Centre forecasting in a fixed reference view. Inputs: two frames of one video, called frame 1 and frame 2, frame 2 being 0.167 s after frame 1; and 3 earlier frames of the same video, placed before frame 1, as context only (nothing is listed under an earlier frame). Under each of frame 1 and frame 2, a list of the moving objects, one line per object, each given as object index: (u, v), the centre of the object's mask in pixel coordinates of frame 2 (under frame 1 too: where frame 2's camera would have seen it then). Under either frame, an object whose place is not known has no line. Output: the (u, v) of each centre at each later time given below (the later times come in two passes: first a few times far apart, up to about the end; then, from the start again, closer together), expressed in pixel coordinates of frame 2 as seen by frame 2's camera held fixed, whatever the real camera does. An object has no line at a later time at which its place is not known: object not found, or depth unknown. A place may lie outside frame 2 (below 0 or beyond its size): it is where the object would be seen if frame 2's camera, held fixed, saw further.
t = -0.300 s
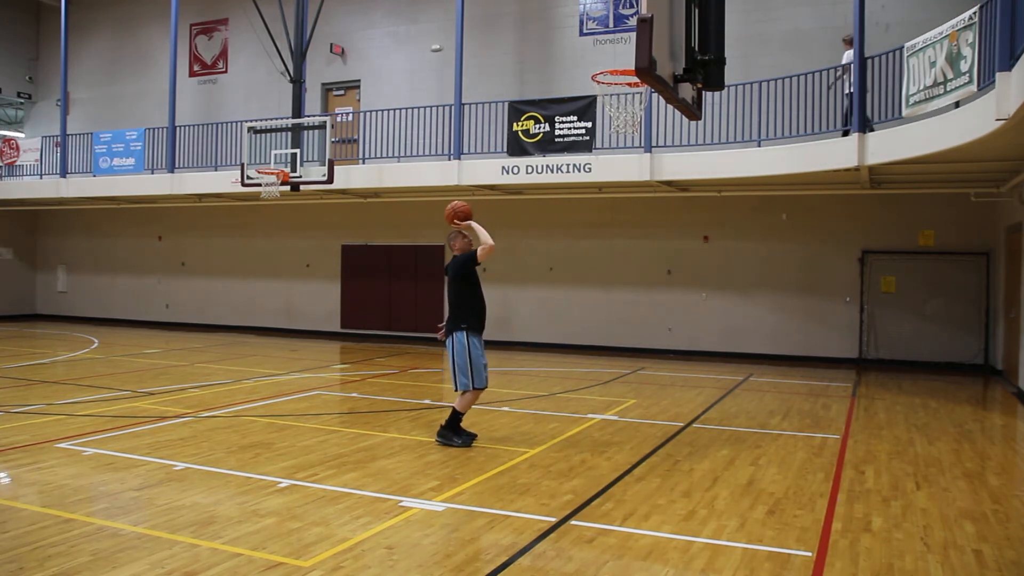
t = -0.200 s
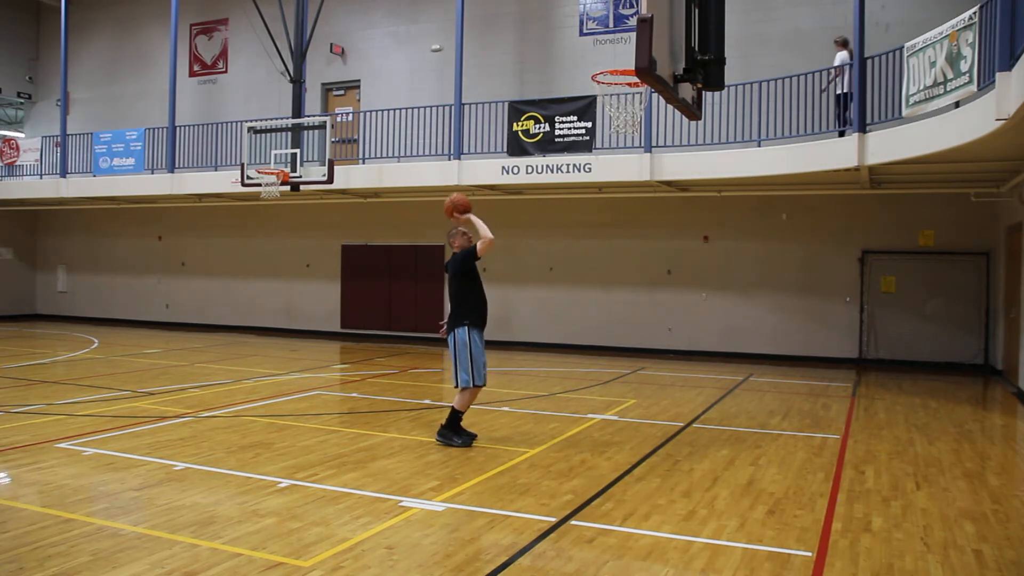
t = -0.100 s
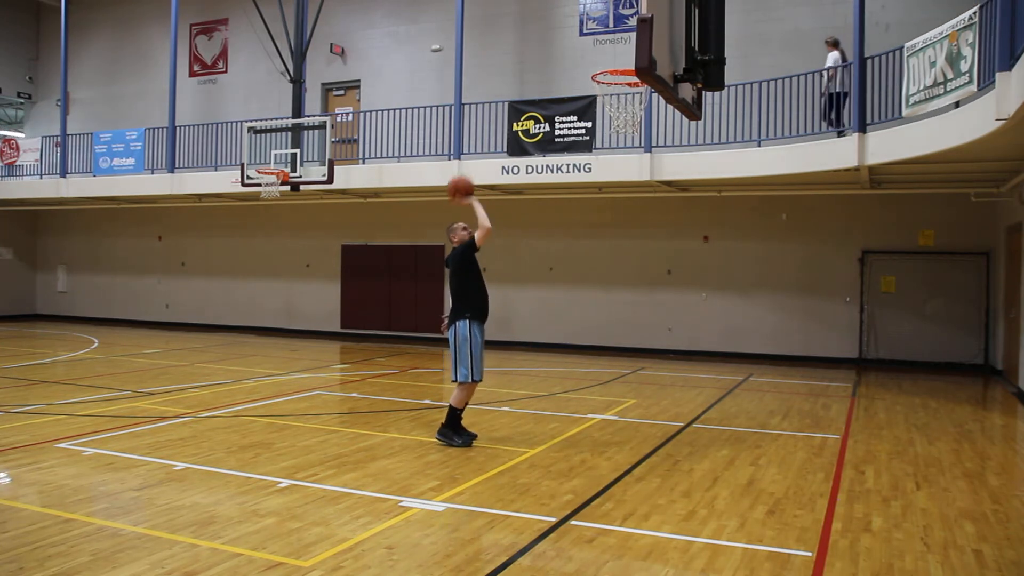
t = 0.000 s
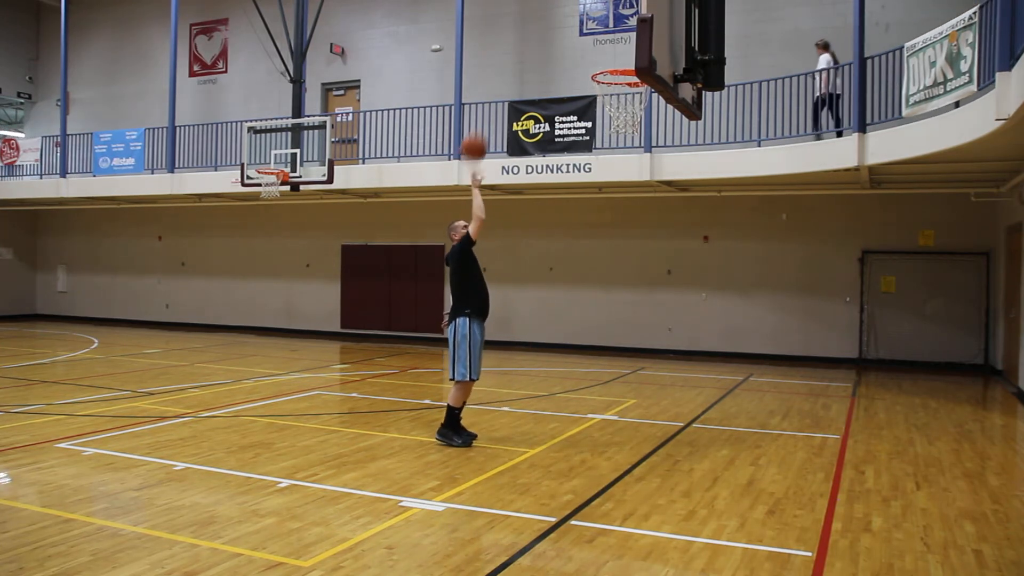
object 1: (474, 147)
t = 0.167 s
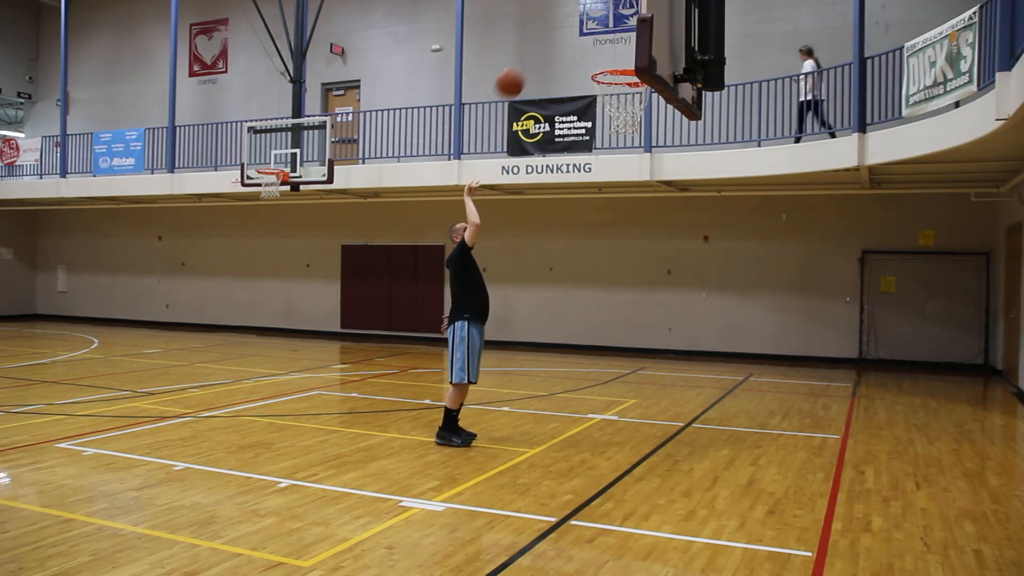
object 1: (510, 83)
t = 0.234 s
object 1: (524, 66)
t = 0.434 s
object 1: (568, 44)
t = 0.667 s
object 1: (621, 78)
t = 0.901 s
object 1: (648, 127)
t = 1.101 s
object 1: (654, 198)
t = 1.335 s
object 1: (661, 343)
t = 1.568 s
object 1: (654, 386)
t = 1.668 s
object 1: (645, 335)
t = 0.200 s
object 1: (517, 74)
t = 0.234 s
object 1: (524, 66)
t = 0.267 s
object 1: (531, 59)
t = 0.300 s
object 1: (538, 53)
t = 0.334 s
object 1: (546, 49)
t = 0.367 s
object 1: (553, 46)
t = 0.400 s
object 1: (560, 44)
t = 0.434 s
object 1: (568, 44)
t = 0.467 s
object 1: (575, 44)
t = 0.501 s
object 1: (583, 47)
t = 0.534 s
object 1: (590, 50)
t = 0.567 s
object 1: (598, 54)
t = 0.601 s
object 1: (606, 59)
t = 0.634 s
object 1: (613, 65)
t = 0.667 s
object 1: (621, 78)
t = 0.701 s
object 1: (629, 89)
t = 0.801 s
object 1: (644, 110)
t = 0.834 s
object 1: (646, 114)
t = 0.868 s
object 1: (647, 121)
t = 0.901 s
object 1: (648, 127)
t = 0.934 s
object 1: (649, 135)
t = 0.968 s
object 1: (650, 144)
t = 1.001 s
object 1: (651, 155)
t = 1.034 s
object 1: (652, 166)
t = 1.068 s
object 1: (653, 181)
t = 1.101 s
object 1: (654, 198)
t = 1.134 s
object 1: (655, 213)
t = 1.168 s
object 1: (656, 231)
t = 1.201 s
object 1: (657, 251)
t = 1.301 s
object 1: (660, 318)
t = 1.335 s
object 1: (661, 343)
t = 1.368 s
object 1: (662, 370)
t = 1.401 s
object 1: (663, 397)
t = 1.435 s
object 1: (663, 425)
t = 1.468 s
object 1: (664, 447)
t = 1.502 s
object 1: (660, 424)
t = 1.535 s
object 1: (657, 403)
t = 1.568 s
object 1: (654, 386)
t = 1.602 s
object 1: (650, 366)
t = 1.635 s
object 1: (648, 351)
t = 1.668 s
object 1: (645, 335)
